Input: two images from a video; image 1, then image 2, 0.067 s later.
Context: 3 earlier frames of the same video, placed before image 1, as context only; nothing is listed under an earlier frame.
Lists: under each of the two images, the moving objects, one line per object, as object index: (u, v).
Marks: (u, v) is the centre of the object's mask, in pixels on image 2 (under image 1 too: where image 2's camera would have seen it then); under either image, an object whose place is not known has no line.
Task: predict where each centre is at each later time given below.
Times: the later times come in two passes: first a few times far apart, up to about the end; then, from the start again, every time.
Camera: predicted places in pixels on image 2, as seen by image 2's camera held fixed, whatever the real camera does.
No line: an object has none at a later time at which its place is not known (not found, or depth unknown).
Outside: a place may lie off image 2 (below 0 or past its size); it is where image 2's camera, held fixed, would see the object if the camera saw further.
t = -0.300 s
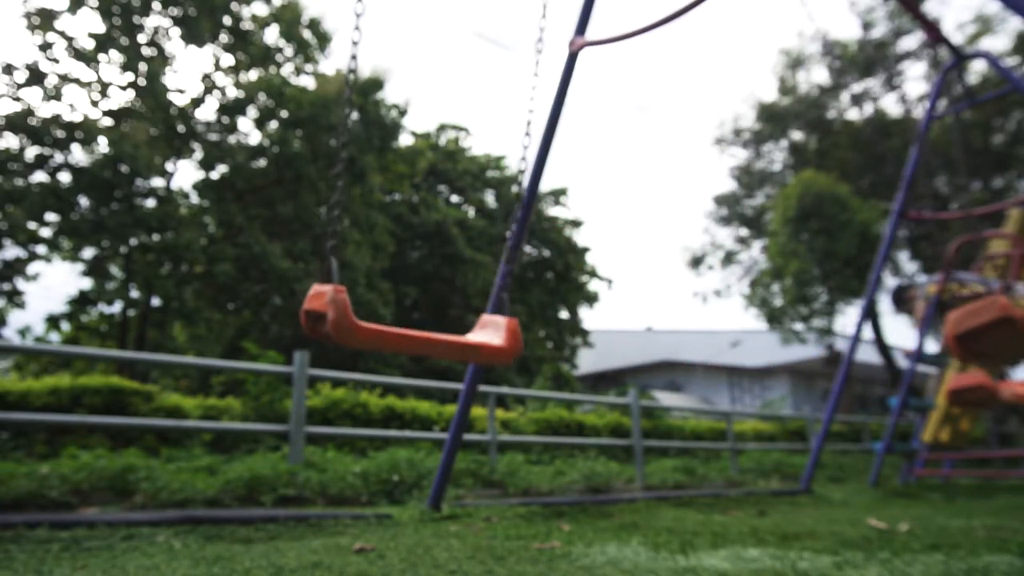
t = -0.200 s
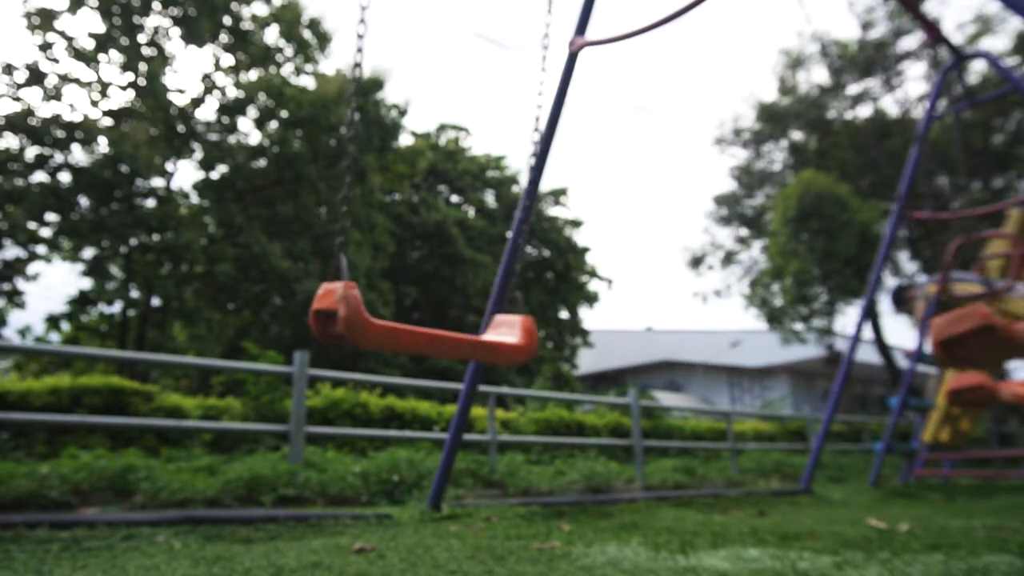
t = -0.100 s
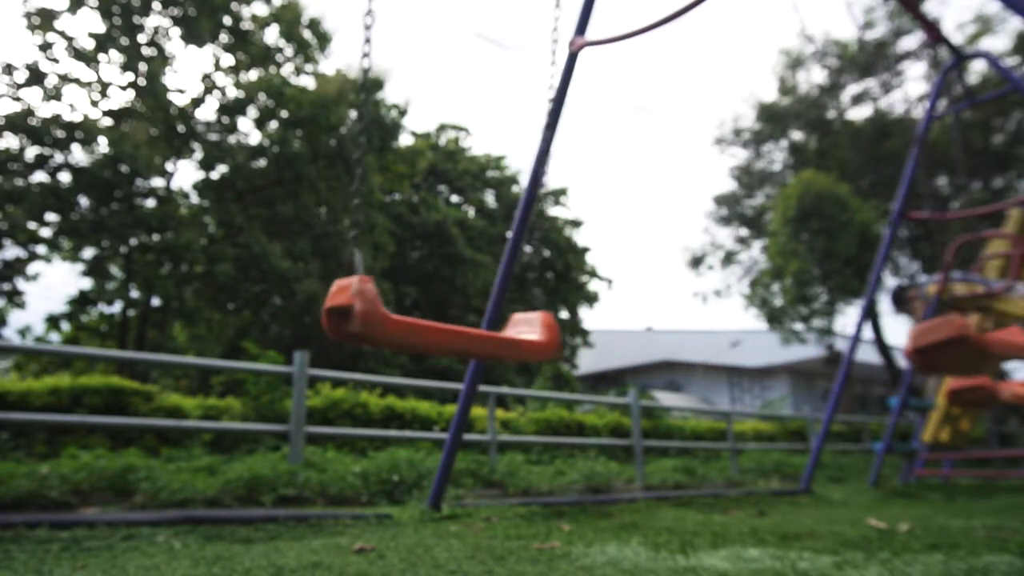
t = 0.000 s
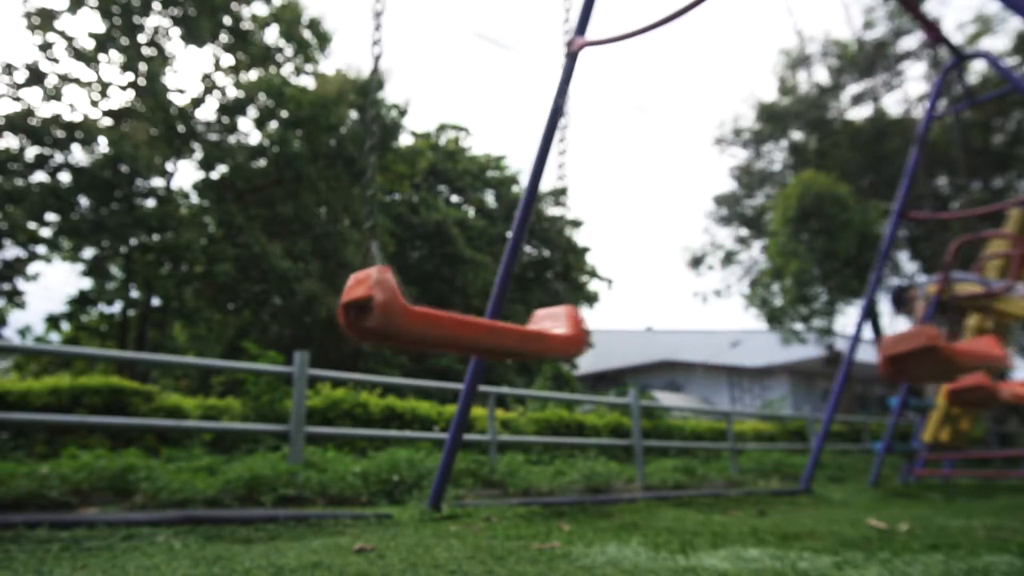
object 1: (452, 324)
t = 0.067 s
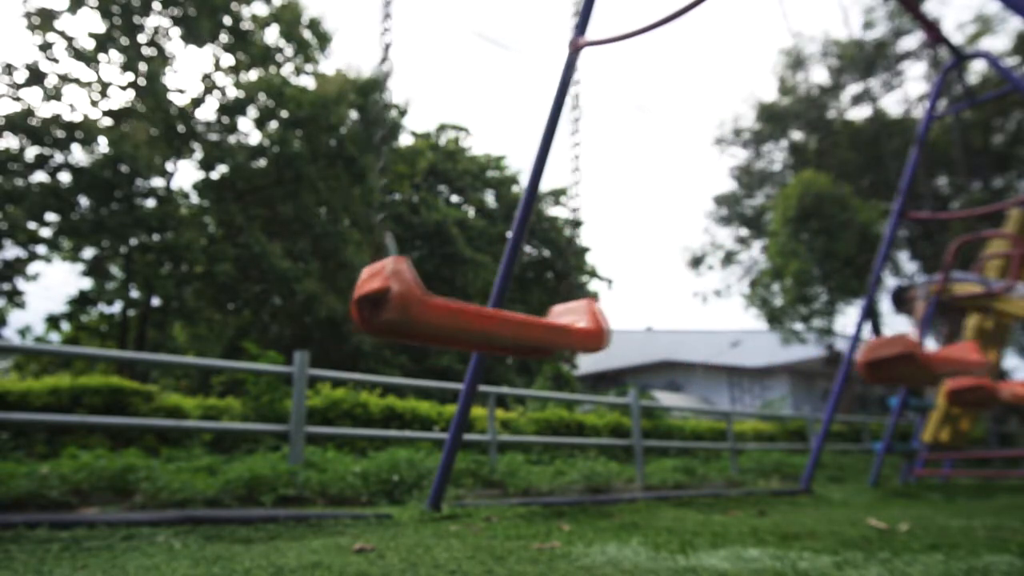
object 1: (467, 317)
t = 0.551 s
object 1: (617, 229)
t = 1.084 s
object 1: (634, 227)
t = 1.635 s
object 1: (472, 323)
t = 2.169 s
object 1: (396, 331)
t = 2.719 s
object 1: (428, 328)
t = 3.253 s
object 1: (579, 257)
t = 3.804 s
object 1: (659, 214)
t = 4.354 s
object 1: (500, 313)
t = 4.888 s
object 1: (398, 331)
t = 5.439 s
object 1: (410, 330)
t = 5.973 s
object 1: (545, 281)
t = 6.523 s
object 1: (670, 209)
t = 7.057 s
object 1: (535, 297)
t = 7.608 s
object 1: (406, 331)
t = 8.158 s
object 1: (398, 331)
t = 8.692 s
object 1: (514, 301)
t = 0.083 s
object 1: (472, 316)
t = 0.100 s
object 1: (474, 315)
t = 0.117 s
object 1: (479, 313)
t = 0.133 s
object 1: (485, 311)
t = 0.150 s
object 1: (489, 309)
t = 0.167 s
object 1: (493, 306)
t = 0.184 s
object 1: (497, 305)
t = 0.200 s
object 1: (501, 302)
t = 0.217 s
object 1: (508, 299)
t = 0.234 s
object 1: (512, 296)
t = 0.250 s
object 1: (517, 294)
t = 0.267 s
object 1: (522, 291)
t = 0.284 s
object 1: (527, 287)
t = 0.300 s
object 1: (533, 284)
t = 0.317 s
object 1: (539, 280)
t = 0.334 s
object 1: (544, 277)
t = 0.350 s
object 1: (548, 274)
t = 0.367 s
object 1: (555, 270)
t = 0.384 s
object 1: (562, 266)
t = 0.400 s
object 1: (567, 263)
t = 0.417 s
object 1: (572, 259)
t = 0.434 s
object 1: (577, 256)
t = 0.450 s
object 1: (584, 253)
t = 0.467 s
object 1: (591, 248)
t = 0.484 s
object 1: (596, 244)
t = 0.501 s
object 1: (601, 240)
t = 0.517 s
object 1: (606, 237)
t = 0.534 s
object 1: (612, 233)
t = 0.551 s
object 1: (617, 229)
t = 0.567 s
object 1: (621, 225)
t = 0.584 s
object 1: (626, 222)
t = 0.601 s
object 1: (630, 220)
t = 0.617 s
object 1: (634, 217)
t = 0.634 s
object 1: (639, 213)
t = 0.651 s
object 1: (643, 210)
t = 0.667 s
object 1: (646, 208)
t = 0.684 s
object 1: (649, 206)
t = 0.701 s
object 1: (652, 203)
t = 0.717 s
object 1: (655, 201)
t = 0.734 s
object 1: (657, 199)
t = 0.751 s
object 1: (659, 198)
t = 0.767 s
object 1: (661, 197)
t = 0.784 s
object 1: (663, 196)
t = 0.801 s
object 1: (664, 196)
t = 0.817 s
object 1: (664, 196)
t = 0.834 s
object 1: (665, 196)
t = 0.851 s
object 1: (665, 196)
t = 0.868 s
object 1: (665, 197)
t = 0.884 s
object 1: (664, 198)
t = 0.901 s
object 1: (663, 199)
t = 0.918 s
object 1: (662, 200)
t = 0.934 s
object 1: (661, 202)
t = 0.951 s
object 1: (659, 204)
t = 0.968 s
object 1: (657, 206)
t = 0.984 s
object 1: (655, 209)
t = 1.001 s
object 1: (652, 211)
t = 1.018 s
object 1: (648, 214)
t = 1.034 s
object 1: (645, 218)
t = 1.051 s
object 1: (642, 221)
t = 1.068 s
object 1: (638, 224)
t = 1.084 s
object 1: (634, 227)
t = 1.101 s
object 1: (631, 230)
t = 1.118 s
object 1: (626, 235)
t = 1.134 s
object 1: (621, 239)
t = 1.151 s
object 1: (617, 241)
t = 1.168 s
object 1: (612, 245)
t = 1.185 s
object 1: (607, 249)
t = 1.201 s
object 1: (602, 253)
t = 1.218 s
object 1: (596, 257)
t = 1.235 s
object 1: (592, 260)
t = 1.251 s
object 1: (587, 263)
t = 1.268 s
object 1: (581, 267)
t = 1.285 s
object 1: (575, 271)
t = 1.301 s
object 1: (568, 275)
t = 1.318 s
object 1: (564, 278)
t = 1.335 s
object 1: (560, 280)
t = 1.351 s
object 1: (554, 284)
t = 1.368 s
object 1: (548, 288)
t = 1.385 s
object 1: (542, 291)
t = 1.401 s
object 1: (539, 293)
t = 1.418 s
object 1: (533, 296)
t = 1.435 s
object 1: (527, 299)
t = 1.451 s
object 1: (521, 302)
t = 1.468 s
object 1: (516, 305)
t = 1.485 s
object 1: (511, 306)
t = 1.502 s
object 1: (508, 309)
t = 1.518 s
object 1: (503, 312)
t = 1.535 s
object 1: (498, 314)
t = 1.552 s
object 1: (492, 316)
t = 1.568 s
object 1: (488, 317)
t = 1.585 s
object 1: (485, 318)
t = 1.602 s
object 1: (480, 320)
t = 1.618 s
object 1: (476, 322)
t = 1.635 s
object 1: (472, 323)
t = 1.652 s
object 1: (468, 324)
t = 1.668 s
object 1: (465, 325)
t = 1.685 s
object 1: (460, 326)
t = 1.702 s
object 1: (455, 327)
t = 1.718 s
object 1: (452, 328)
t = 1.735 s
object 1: (449, 328)
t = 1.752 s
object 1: (446, 329)
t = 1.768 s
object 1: (443, 330)
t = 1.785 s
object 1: (439, 330)
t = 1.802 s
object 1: (437, 331)
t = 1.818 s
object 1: (433, 331)
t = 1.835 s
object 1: (431, 331)
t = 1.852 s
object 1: (428, 331)
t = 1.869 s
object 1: (426, 332)
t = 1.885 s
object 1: (423, 332)
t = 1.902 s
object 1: (421, 332)
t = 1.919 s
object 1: (419, 332)
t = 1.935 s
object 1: (417, 332)
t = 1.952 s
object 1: (415, 333)
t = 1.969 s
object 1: (413, 332)
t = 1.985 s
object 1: (411, 332)
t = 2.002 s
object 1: (410, 332)
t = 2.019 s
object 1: (408, 332)
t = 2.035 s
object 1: (407, 332)
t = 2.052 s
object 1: (405, 332)
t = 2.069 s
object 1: (403, 332)
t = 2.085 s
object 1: (401, 332)
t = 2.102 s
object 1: (400, 332)
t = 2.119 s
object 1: (399, 332)
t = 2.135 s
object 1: (398, 332)
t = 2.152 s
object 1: (397, 331)
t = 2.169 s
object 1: (396, 331)
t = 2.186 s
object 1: (396, 331)
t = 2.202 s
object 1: (395, 331)
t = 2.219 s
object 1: (395, 331)
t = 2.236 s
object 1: (394, 331)
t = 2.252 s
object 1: (394, 331)
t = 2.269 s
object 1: (394, 331)
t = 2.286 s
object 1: (394, 331)
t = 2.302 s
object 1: (394, 331)
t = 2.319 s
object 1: (394, 331)
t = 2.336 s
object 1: (394, 331)
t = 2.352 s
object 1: (394, 331)
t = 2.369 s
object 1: (395, 331)
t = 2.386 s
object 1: (395, 331)
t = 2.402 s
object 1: (396, 331)
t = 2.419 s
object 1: (397, 331)
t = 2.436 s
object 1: (398, 331)
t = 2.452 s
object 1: (398, 331)
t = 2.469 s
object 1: (399, 331)
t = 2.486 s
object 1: (399, 331)
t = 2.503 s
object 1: (400, 331)
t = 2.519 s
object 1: (402, 331)
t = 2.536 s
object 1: (403, 331)
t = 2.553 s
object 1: (406, 331)
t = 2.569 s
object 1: (408, 331)
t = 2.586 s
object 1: (410, 331)
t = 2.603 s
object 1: (412, 331)
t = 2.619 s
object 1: (414, 331)
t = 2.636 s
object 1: (415, 330)
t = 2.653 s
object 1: (417, 330)
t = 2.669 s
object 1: (420, 330)
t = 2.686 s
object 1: (422, 329)
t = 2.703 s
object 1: (425, 328)
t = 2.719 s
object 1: (428, 328)
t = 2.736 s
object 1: (431, 327)
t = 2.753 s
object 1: (433, 327)
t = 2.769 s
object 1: (436, 326)
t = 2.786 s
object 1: (440, 325)
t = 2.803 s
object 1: (443, 324)
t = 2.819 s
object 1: (447, 323)
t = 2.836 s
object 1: (450, 322)
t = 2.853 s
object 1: (453, 321)
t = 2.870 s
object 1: (459, 320)
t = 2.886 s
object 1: (463, 318)
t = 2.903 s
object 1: (468, 316)
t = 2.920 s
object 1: (472, 315)
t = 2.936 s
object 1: (475, 313)
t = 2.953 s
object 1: (480, 312)
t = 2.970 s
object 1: (486, 309)
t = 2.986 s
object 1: (490, 306)
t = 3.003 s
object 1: (494, 304)
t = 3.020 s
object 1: (499, 303)
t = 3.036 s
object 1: (504, 300)
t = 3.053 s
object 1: (510, 297)
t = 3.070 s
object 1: (515, 294)
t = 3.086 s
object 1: (521, 292)
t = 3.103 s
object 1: (527, 289)
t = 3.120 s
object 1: (531, 285)
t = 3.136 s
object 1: (538, 281)
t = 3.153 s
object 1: (544, 278)
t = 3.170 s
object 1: (550, 275)
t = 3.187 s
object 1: (554, 272)
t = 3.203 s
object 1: (560, 268)
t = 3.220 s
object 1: (568, 265)
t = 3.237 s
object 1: (573, 261)
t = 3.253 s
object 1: (579, 257)
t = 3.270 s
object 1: (584, 255)
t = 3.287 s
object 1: (590, 251)
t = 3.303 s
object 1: (596, 247)
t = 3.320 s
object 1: (602, 243)
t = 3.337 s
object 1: (606, 240)
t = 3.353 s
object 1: (612, 237)
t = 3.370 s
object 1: (617, 234)
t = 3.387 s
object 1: (623, 230)
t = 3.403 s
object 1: (627, 227)
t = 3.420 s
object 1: (631, 224)
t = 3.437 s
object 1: (635, 222)
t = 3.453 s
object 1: (640, 220)
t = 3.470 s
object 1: (644, 217)
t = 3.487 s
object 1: (647, 214)
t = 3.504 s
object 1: (650, 212)
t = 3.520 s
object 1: (654, 211)
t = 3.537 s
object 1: (657, 209)
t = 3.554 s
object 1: (659, 207)
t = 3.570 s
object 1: (661, 206)
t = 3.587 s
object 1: (663, 205)
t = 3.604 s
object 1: (664, 204)
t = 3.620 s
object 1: (666, 204)
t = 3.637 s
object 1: (667, 203)
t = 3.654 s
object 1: (667, 203)
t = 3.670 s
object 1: (667, 203)
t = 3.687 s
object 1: (667, 204)
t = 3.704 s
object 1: (667, 204)
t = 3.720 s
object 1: (667, 205)
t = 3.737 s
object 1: (665, 207)
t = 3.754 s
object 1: (664, 208)
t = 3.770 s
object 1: (663, 210)
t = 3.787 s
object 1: (662, 212)
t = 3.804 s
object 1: (659, 214)
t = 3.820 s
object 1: (657, 216)
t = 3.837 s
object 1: (654, 218)
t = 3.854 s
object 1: (652, 221)
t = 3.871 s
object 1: (648, 224)
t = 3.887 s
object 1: (644, 228)
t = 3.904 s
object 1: (641, 230)
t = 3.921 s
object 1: (637, 233)
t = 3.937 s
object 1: (633, 236)
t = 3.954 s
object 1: (627, 240)
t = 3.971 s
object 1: (622, 244)
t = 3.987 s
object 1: (618, 246)
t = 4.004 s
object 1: (614, 250)
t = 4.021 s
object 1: (608, 254)
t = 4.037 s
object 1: (602, 258)
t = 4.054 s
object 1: (597, 261)
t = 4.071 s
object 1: (592, 265)
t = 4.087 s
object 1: (587, 268)
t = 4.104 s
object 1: (582, 272)
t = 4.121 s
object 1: (575, 276)
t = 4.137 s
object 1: (569, 279)
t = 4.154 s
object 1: (564, 281)
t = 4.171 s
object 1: (559, 284)
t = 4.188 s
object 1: (552, 288)
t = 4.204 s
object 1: (547, 291)
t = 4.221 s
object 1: (540, 295)
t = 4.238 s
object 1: (535, 297)
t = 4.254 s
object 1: (530, 299)
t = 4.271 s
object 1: (525, 302)
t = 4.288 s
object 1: (519, 305)
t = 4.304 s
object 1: (513, 308)
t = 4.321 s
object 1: (509, 309)
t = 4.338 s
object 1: (505, 311)
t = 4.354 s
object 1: (500, 313)
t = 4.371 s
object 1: (494, 316)
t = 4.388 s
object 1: (489, 317)
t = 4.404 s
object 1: (484, 318)
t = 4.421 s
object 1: (481, 320)
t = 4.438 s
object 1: (477, 321)
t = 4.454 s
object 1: (473, 323)
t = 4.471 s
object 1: (468, 324)
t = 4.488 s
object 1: (464, 324)
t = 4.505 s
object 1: (460, 325)
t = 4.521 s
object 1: (456, 326)
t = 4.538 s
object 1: (453, 327)
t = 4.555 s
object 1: (449, 328)
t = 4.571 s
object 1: (445, 329)
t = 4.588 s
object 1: (441, 329)
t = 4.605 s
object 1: (439, 330)
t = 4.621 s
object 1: (435, 330)
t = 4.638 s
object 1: (432, 331)
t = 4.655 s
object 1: (429, 331)
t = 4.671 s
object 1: (426, 331)
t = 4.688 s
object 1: (424, 331)
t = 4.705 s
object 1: (421, 331)
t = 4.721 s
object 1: (418, 331)
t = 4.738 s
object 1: (416, 331)
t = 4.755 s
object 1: (414, 332)
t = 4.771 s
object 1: (412, 332)
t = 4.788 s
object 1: (409, 332)
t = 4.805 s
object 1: (407, 332)
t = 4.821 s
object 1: (405, 332)
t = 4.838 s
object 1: (403, 332)
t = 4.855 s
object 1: (402, 332)
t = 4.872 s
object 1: (399, 331)
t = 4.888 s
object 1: (398, 331)
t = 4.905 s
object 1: (397, 331)
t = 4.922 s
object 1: (395, 331)
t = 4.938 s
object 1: (394, 331)
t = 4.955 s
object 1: (393, 331)
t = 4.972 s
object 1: (392, 331)
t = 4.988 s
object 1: (391, 331)
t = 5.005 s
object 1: (390, 331)
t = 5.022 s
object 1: (390, 331)
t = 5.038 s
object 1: (389, 330)
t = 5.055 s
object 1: (388, 330)
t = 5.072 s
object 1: (388, 330)
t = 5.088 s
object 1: (388, 330)
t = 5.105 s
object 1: (388, 330)
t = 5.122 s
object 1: (387, 330)
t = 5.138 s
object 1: (388, 330)
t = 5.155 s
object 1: (388, 330)
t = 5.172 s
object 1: (389, 330)
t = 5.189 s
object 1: (389, 330)
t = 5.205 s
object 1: (390, 330)
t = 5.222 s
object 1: (390, 331)
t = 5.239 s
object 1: (391, 331)
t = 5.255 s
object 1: (392, 331)
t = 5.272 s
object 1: (393, 331)
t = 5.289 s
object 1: (394, 331)
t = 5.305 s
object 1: (395, 331)
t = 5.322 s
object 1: (397, 331)
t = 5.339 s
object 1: (399, 331)
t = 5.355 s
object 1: (401, 331)
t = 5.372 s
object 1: (402, 331)
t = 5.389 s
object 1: (404, 330)
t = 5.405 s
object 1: (406, 330)
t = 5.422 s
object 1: (408, 330)
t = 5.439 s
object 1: (410, 330)
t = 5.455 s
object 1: (413, 329)
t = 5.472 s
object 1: (414, 329)
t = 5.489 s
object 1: (417, 329)
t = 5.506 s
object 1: (419, 329)
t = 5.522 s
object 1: (421, 328)
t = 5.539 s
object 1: (425, 327)
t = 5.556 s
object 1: (428, 327)
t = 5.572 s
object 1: (431, 326)
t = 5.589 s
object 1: (435, 326)
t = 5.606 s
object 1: (440, 325)
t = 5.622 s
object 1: (443, 324)
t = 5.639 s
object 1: (446, 323)
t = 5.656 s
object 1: (449, 322)
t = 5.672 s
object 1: (453, 320)
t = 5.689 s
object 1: (458, 320)
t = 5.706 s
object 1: (462, 318)
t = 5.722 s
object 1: (468, 317)
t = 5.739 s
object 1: (472, 315)
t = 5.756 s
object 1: (476, 313)
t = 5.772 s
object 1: (480, 312)
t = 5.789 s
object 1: (485, 310)
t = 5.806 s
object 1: (491, 308)
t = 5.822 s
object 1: (495, 305)
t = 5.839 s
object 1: (499, 303)
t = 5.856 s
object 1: (504, 302)
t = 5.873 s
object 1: (510, 299)
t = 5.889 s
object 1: (516, 296)
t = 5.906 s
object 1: (521, 293)
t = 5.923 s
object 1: (528, 290)
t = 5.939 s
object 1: (534, 288)
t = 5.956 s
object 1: (538, 285)
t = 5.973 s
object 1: (545, 281)
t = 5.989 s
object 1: (551, 278)
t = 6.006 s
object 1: (557, 275)
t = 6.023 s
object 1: (561, 273)
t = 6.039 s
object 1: (568, 269)
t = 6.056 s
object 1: (575, 265)
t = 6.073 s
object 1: (580, 262)
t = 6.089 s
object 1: (587, 259)
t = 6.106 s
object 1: (591, 256)
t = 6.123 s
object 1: (598, 253)
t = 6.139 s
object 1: (605, 249)
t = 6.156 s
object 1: (610, 245)
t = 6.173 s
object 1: (614, 242)
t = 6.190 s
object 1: (620, 240)
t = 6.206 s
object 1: (625, 237)
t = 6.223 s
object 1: (630, 233)
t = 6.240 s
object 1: (635, 230)
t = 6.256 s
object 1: (638, 227)
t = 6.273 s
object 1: (642, 225)
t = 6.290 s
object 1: (647, 222)
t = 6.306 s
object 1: (651, 220)
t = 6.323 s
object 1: (654, 217)
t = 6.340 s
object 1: (658, 215)
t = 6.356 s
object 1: (660, 214)
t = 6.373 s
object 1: (663, 212)
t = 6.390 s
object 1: (665, 211)
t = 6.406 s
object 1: (666, 210)
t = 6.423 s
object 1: (668, 209)
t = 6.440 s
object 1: (669, 208)
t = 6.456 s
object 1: (670, 208)
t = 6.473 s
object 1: (670, 208)
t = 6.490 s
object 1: (671, 208)
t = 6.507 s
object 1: (671, 208)
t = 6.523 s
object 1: (670, 209)
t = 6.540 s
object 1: (670, 210)
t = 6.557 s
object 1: (669, 211)
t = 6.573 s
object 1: (668, 212)
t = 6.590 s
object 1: (666, 214)
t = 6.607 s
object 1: (664, 215)
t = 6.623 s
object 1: (662, 218)
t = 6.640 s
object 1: (658, 220)
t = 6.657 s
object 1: (656, 222)
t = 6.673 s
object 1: (653, 225)
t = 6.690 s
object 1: (650, 228)
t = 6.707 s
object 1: (645, 231)
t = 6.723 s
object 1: (641, 234)
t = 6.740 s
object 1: (637, 236)
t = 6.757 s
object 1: (633, 239)
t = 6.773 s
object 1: (628, 243)
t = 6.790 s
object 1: (623, 247)
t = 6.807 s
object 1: (618, 250)
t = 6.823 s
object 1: (613, 252)
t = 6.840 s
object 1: (609, 256)
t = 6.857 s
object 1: (603, 260)
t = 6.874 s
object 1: (597, 264)
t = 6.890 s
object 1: (591, 267)
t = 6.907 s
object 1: (587, 269)
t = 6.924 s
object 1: (581, 272)
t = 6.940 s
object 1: (576, 276)
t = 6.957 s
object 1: (569, 279)
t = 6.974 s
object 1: (562, 283)
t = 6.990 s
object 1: (557, 285)
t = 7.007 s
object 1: (552, 288)
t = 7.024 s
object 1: (546, 291)
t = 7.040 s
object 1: (540, 294)
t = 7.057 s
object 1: (535, 297)
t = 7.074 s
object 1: (529, 299)
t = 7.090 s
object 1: (524, 301)
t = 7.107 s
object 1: (519, 304)
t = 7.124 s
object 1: (513, 306)
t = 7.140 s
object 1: (508, 309)
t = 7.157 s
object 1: (503, 310)
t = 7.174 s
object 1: (499, 312)
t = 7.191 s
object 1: (494, 314)
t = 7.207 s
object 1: (488, 316)
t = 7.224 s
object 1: (483, 318)
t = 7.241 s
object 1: (478, 319)
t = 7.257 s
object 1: (474, 320)
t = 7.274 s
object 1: (471, 322)
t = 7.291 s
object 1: (466, 323)
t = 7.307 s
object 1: (461, 324)
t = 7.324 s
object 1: (457, 325)
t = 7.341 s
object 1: (453, 325)
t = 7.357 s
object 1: (450, 326)
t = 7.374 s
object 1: (446, 327)
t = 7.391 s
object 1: (442, 328)
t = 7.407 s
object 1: (440, 329)
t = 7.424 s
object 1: (436, 329)
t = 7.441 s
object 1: (433, 329)
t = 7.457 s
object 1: (429, 330)
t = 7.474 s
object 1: (426, 330)
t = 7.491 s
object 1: (423, 331)
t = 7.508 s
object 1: (421, 331)
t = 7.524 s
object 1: (417, 331)
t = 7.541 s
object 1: (415, 331)
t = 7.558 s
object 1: (413, 331)
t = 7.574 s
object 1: (411, 331)
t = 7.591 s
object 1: (408, 331)
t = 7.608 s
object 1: (406, 331)
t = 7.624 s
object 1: (404, 331)
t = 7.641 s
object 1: (402, 331)
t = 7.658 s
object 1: (400, 331)
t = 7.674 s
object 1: (398, 331)
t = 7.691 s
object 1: (396, 331)
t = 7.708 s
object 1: (395, 331)
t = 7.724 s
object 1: (393, 331)
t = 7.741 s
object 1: (392, 331)
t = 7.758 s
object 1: (392, 330)
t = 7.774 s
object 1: (390, 330)
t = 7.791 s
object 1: (389, 330)
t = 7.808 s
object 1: (388, 330)
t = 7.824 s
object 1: (388, 330)
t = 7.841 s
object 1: (387, 330)
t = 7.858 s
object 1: (387, 330)
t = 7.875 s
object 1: (386, 330)
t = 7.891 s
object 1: (386, 330)
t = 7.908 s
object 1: (386, 330)
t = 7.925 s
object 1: (386, 330)
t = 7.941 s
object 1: (386, 330)
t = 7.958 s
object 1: (386, 330)
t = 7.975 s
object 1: (387, 330)
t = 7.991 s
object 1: (387, 330)
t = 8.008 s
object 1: (388, 330)
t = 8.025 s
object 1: (389, 331)
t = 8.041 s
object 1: (389, 331)
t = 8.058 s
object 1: (390, 331)
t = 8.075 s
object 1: (391, 331)
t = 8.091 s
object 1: (392, 331)
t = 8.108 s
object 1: (393, 331)
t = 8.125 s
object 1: (394, 331)
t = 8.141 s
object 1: (396, 331)
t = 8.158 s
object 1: (398, 331)
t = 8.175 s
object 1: (399, 330)
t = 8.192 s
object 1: (401, 330)
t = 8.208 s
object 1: (403, 330)
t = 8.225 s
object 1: (405, 330)
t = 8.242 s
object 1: (408, 330)
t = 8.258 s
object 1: (410, 330)
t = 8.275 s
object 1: (413, 329)
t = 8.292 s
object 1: (415, 329)
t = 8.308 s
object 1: (418, 329)
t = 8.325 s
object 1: (420, 329)
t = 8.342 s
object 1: (423, 328)
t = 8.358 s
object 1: (427, 328)
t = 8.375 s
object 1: (430, 327)
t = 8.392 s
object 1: (433, 327)
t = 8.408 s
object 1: (437, 326)
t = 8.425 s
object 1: (441, 325)
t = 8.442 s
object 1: (444, 325)
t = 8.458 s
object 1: (449, 324)
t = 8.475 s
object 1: (453, 322)
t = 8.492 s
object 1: (457, 321)
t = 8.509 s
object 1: (460, 320)
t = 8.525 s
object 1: (463, 319)
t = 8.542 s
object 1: (469, 318)
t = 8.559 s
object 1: (474, 316)
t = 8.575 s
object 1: (479, 314)
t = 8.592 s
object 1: (484, 312)
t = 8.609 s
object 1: (488, 311)
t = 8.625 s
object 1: (493, 310)
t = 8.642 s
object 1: (500, 307)
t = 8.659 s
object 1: (505, 304)
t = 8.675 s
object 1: (510, 302)
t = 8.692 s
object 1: (514, 301)
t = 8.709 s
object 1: (520, 298)
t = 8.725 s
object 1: (526, 295)
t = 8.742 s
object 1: (532, 292)
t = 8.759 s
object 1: (538, 289)
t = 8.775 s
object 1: (543, 287)
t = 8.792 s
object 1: (549, 284)
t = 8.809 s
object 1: (556, 280)
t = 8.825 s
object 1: (561, 277)
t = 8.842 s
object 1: (567, 274)
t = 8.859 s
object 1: (572, 271)
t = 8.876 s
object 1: (579, 268)
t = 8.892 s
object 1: (585, 265)
